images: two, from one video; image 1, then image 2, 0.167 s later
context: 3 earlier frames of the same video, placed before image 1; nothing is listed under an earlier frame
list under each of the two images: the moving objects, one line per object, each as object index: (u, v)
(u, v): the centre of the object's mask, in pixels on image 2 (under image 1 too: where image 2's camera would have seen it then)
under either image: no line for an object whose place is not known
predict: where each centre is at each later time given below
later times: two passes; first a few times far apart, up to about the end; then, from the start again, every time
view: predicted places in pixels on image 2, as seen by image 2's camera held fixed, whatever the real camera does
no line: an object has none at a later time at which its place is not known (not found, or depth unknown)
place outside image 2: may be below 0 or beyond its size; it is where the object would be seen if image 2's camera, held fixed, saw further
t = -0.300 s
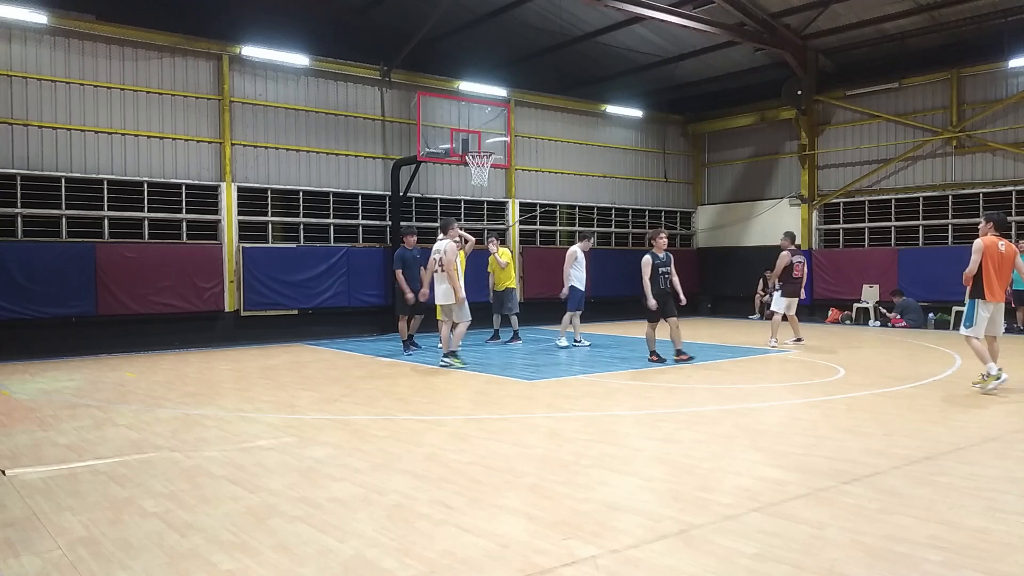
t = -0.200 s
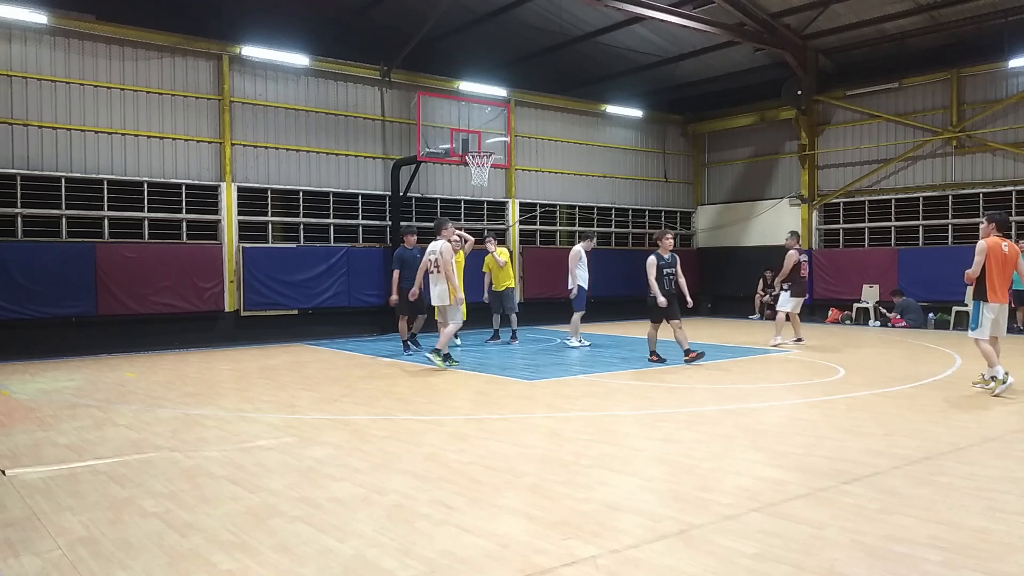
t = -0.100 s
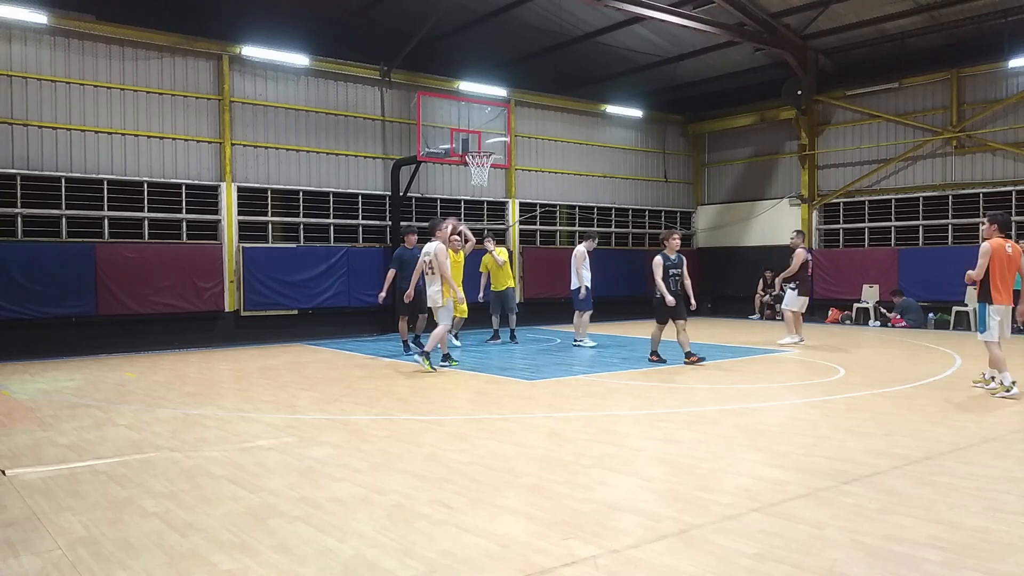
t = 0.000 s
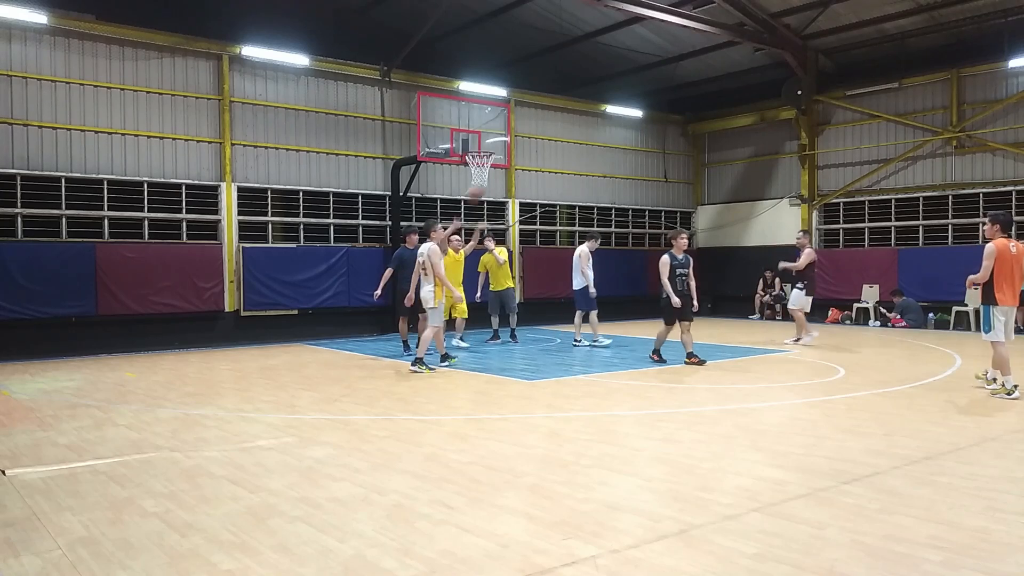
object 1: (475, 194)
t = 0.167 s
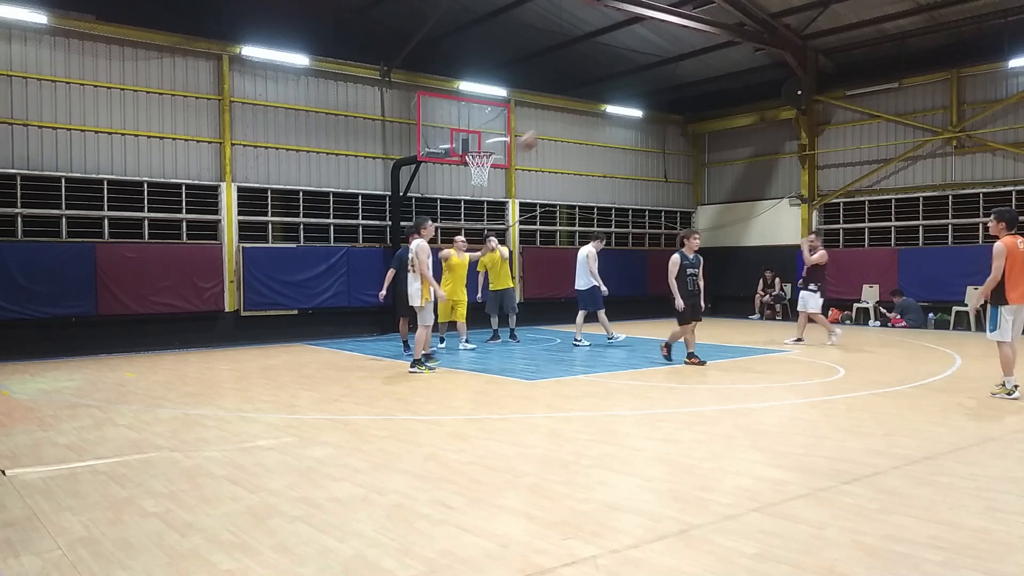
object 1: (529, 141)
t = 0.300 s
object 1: (575, 109)
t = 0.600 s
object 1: (693, 81)
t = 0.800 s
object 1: (787, 101)
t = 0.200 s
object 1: (540, 131)
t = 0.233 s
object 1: (551, 124)
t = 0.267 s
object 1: (562, 117)
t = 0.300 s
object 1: (575, 109)
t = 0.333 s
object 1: (587, 103)
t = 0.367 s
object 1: (600, 97)
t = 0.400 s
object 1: (612, 93)
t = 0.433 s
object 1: (625, 89)
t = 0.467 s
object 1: (638, 86)
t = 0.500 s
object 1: (651, 83)
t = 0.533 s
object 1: (665, 82)
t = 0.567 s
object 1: (679, 81)
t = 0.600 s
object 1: (693, 81)
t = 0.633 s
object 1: (708, 82)
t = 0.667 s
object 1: (723, 84)
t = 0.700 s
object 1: (738, 87)
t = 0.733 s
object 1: (754, 91)
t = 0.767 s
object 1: (770, 96)
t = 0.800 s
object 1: (787, 101)
